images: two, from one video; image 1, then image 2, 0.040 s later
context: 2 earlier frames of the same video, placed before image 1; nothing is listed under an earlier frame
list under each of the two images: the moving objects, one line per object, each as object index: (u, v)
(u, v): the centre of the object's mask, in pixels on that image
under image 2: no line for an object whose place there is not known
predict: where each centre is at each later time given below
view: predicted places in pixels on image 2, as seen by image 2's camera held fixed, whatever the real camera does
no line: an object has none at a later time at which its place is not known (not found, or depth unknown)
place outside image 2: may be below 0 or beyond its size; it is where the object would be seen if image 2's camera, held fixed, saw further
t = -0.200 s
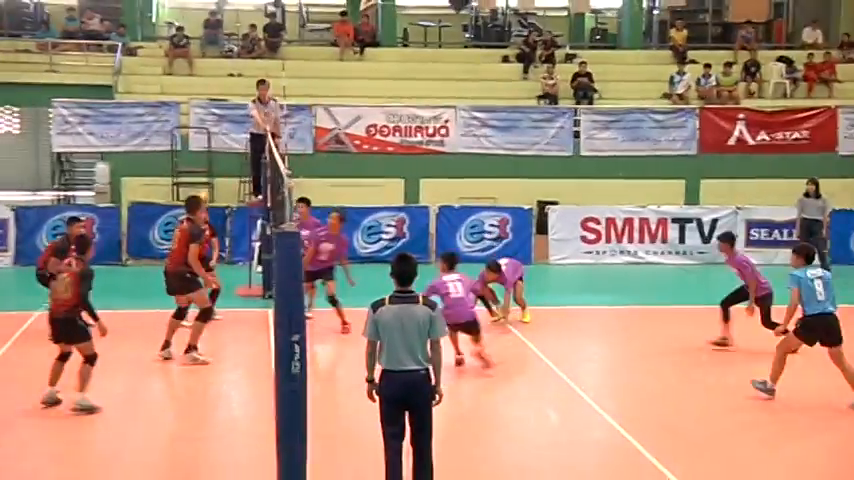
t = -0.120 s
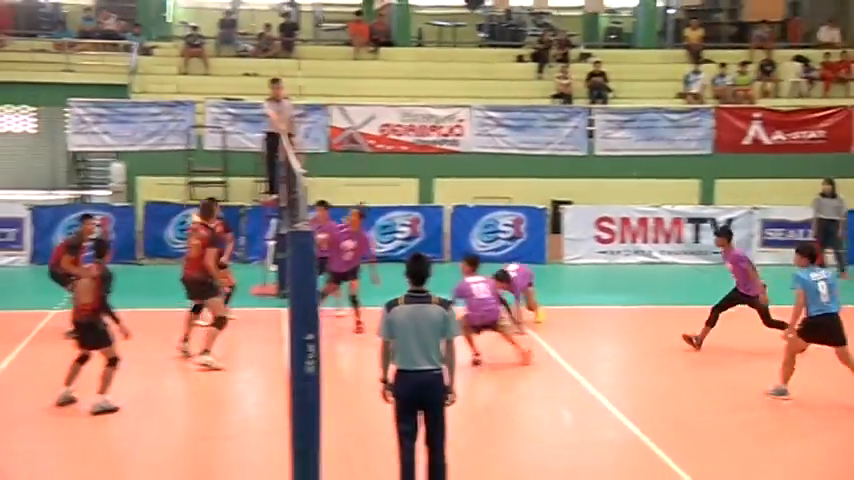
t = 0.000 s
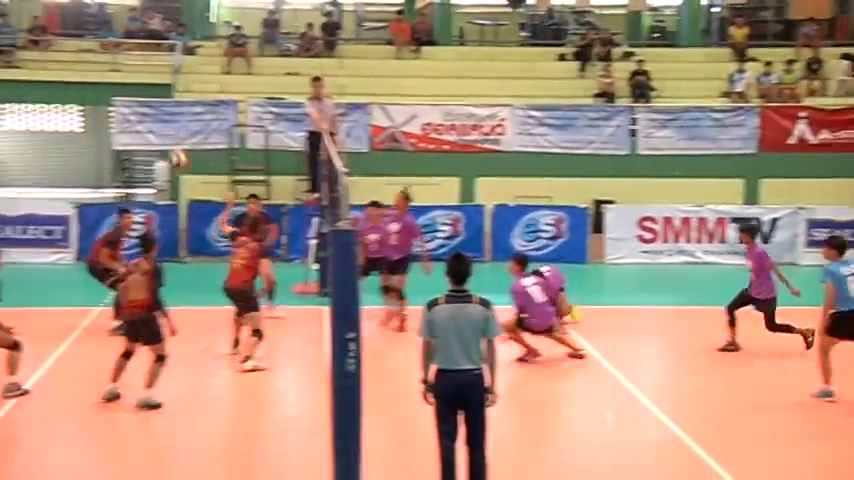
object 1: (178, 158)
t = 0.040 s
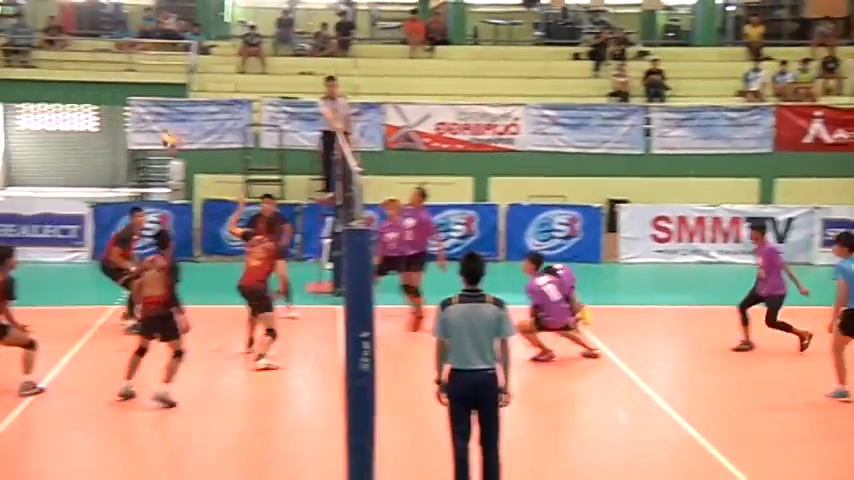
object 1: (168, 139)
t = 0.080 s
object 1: (151, 124)
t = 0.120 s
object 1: (131, 109)
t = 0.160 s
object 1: (109, 95)
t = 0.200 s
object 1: (88, 84)
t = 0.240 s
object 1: (66, 72)
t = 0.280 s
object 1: (45, 62)
